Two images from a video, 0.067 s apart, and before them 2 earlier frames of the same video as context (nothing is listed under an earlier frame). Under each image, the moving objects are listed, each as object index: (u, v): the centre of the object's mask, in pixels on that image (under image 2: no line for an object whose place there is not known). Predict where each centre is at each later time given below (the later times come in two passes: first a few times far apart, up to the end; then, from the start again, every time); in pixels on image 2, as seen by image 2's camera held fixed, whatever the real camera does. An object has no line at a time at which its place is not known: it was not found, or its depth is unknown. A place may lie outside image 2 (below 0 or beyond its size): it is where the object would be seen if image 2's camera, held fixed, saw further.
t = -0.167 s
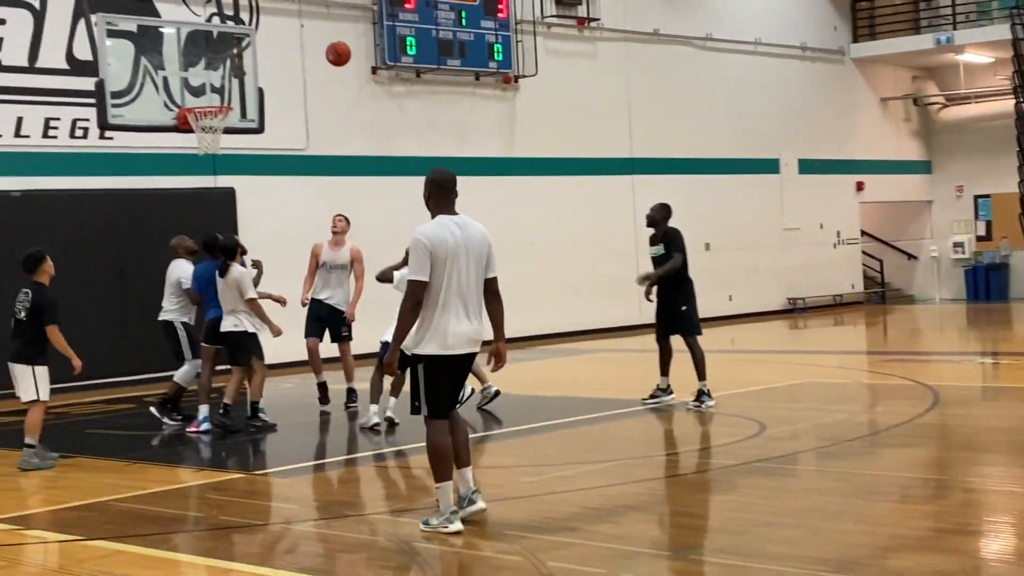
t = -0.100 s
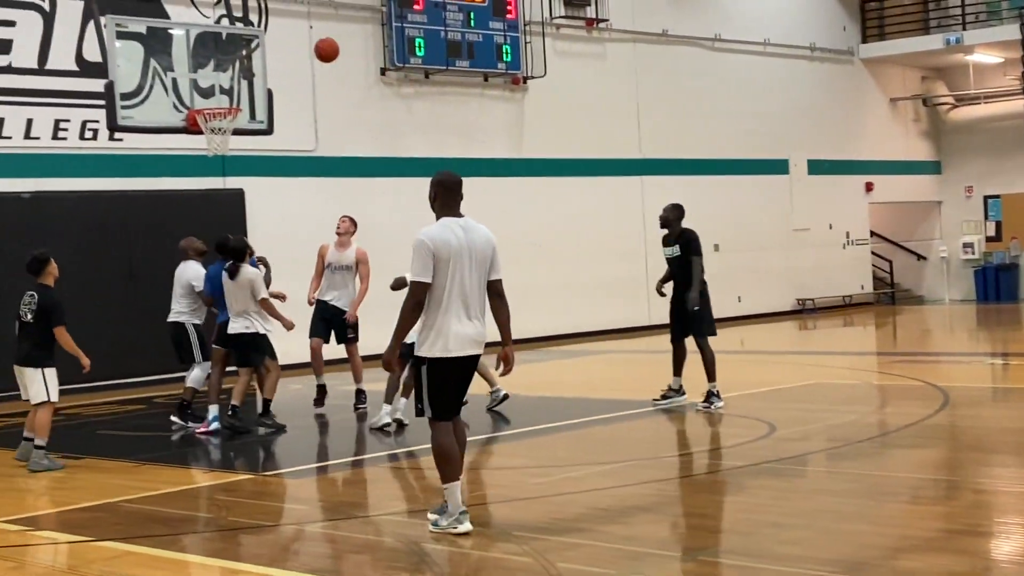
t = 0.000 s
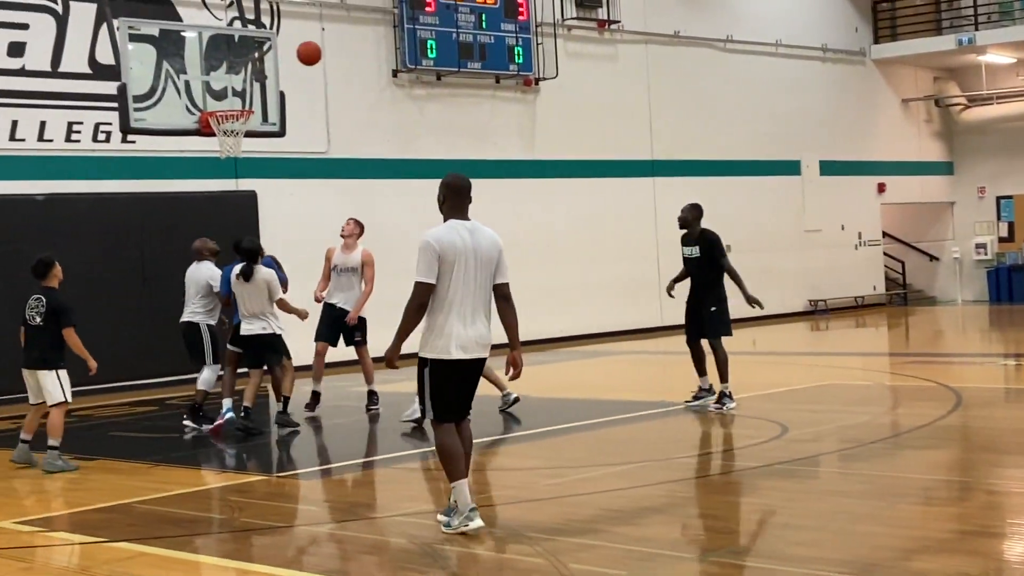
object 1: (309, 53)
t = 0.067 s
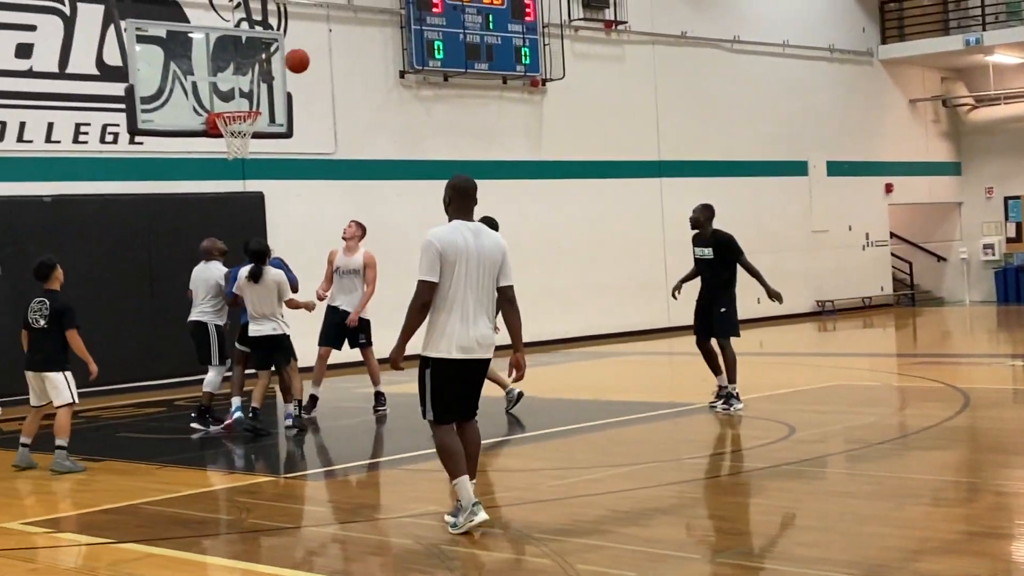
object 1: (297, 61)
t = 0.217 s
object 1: (258, 91)
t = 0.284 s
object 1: (247, 98)
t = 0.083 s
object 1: (293, 63)
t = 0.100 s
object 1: (288, 66)
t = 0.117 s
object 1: (284, 69)
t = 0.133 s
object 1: (279, 72)
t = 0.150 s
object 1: (276, 75)
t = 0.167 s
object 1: (271, 79)
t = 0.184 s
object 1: (266, 82)
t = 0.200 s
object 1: (262, 87)
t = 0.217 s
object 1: (258, 91)
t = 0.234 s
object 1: (253, 96)
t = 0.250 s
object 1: (250, 101)
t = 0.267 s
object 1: (249, 101)
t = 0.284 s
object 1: (247, 98)
